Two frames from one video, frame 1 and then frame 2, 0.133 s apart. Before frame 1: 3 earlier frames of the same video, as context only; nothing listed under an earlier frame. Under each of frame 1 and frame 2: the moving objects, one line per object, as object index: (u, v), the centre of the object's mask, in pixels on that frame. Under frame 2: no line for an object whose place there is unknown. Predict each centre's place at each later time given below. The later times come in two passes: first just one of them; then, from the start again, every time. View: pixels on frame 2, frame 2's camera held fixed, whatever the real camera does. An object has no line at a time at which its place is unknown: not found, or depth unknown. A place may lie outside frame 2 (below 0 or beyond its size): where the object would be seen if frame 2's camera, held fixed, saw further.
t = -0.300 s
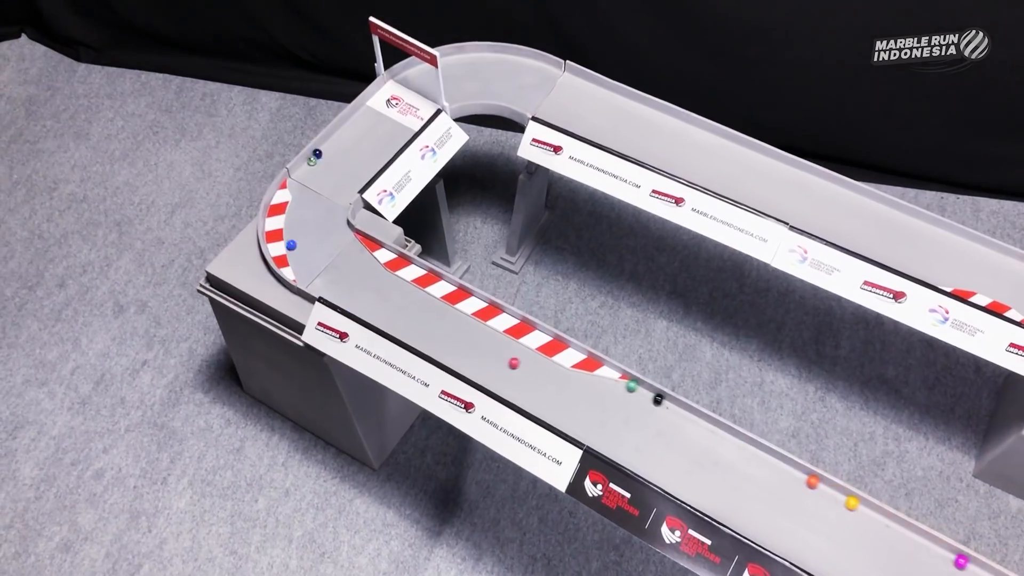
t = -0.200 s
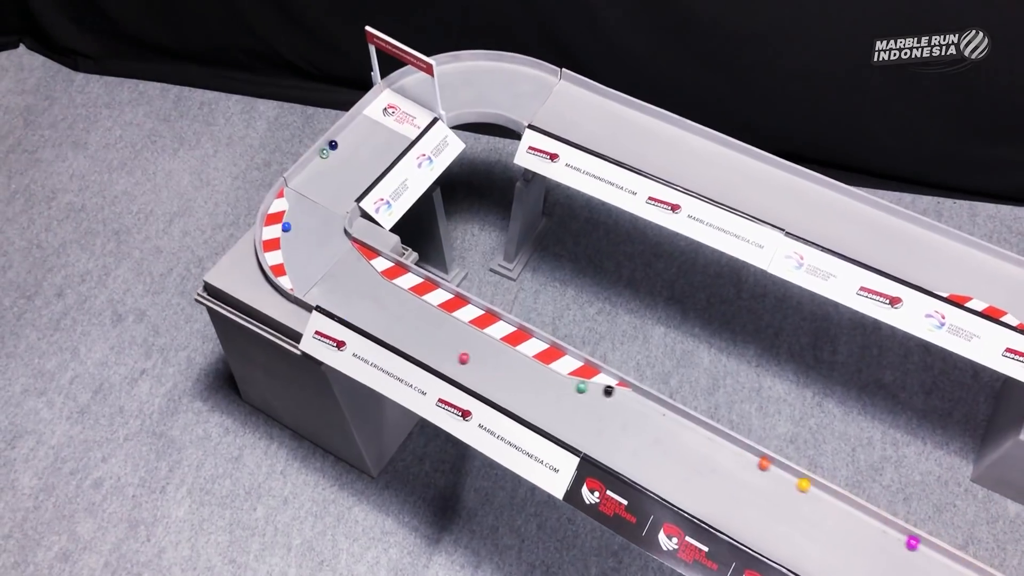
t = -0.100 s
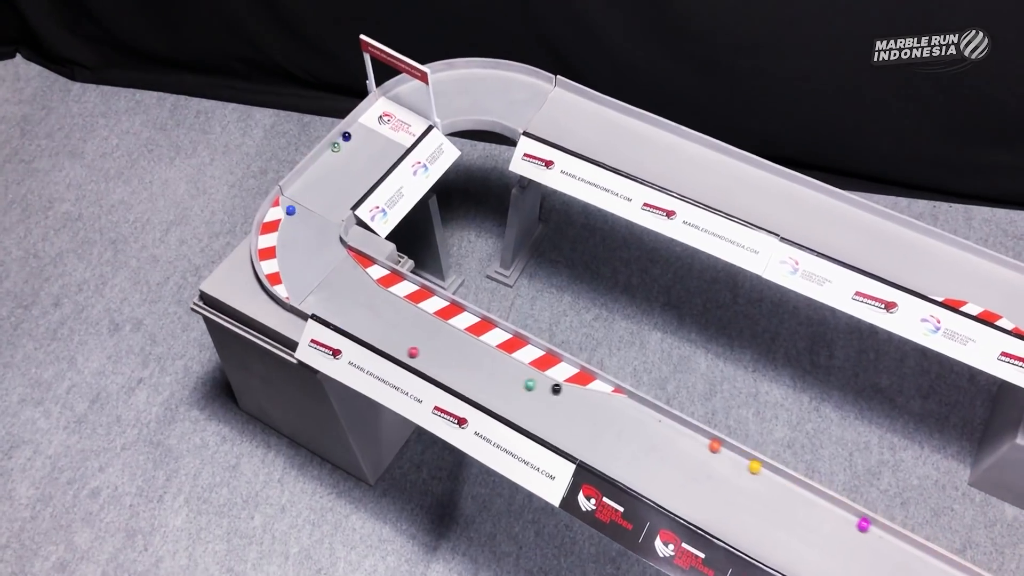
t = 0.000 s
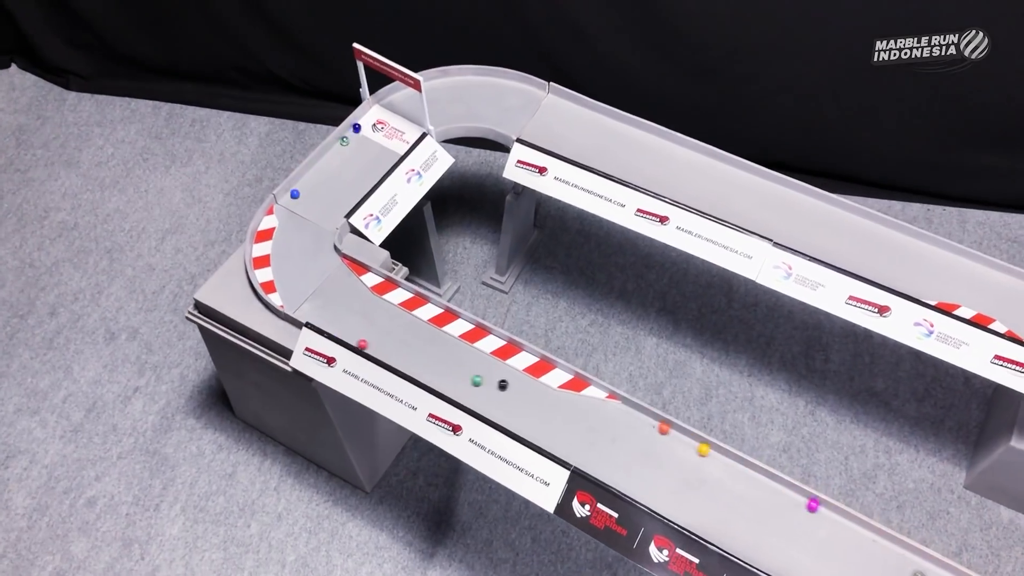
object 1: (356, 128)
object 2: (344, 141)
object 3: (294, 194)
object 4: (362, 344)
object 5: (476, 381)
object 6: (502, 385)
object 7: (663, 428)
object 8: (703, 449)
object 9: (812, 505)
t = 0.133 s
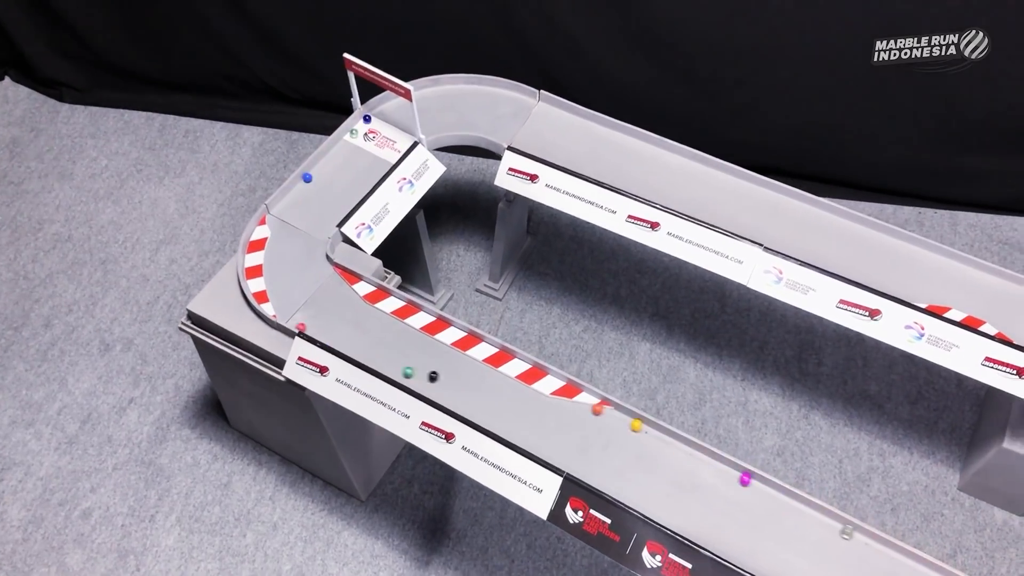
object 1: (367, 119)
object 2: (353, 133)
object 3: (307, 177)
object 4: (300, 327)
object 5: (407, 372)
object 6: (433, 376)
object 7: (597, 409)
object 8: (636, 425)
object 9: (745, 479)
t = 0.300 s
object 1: (393, 100)
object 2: (370, 115)
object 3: (334, 150)
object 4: (273, 287)
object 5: (336, 345)
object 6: (358, 353)
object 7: (522, 397)
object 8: (561, 404)
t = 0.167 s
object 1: (371, 114)
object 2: (357, 129)
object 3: (312, 172)
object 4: (288, 320)
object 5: (393, 368)
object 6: (418, 372)
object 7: (582, 406)
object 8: (622, 417)
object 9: (730, 472)
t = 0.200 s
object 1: (375, 110)
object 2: (360, 126)
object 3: (318, 166)
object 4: (280, 312)
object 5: (378, 363)
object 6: (402, 368)
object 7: (567, 403)
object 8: (608, 410)
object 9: (715, 464)
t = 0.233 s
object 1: (382, 107)
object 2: (364, 122)
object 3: (324, 161)
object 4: (277, 304)
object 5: (363, 358)
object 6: (387, 363)
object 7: (552, 400)
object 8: (591, 409)
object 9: (700, 456)
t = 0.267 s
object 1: (387, 104)
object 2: (368, 119)
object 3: (329, 155)
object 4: (275, 296)
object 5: (348, 352)
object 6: (372, 358)
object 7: (537, 398)
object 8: (577, 406)
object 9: (686, 448)
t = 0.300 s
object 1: (393, 100)
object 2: (370, 115)
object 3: (334, 150)
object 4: (273, 287)
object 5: (336, 345)
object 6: (358, 353)
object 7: (522, 397)
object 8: (561, 404)
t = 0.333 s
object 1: (399, 99)
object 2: (374, 111)
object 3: (339, 145)
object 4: (269, 278)
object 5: (323, 339)
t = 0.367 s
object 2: (379, 109)
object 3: (344, 139)
